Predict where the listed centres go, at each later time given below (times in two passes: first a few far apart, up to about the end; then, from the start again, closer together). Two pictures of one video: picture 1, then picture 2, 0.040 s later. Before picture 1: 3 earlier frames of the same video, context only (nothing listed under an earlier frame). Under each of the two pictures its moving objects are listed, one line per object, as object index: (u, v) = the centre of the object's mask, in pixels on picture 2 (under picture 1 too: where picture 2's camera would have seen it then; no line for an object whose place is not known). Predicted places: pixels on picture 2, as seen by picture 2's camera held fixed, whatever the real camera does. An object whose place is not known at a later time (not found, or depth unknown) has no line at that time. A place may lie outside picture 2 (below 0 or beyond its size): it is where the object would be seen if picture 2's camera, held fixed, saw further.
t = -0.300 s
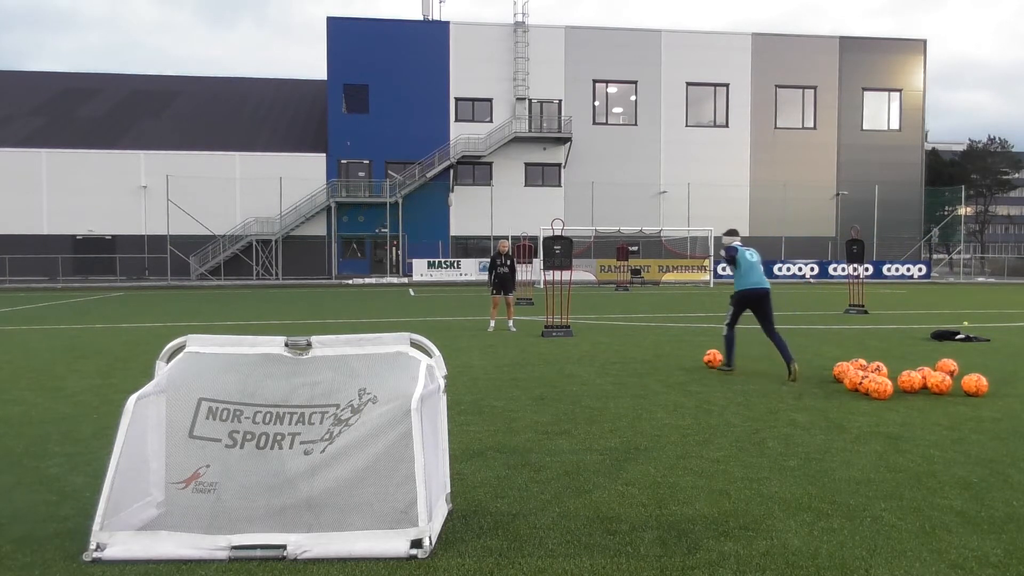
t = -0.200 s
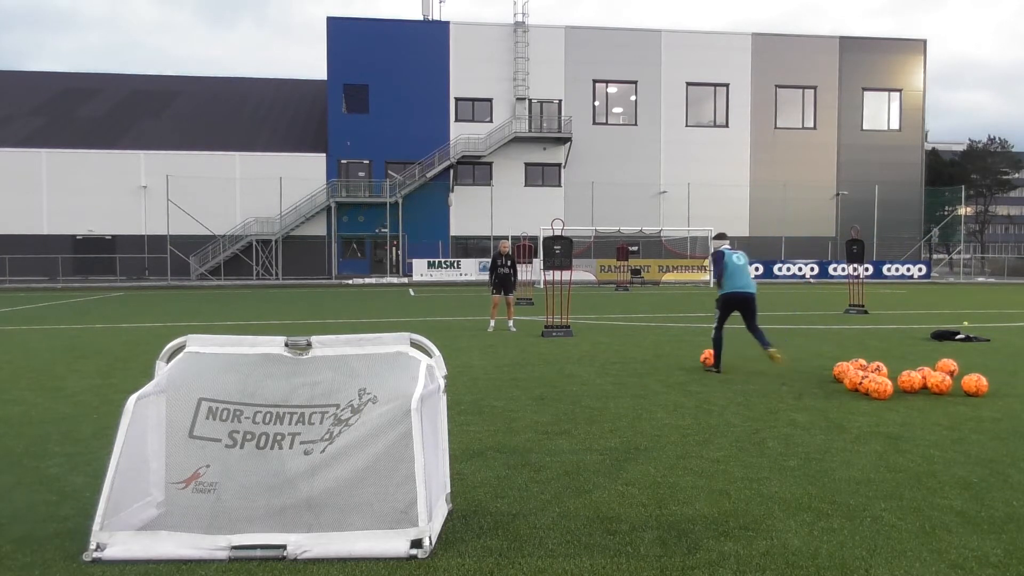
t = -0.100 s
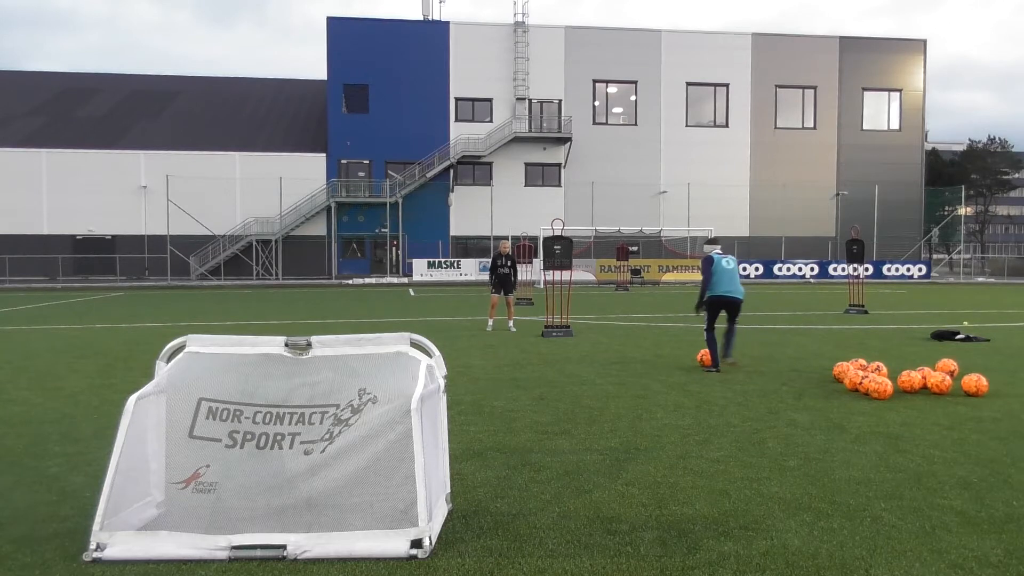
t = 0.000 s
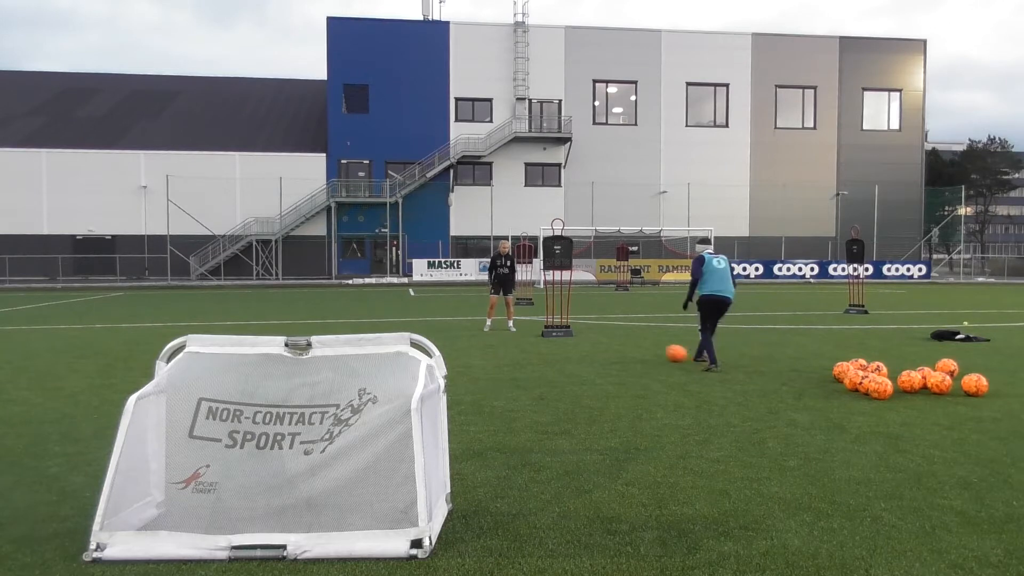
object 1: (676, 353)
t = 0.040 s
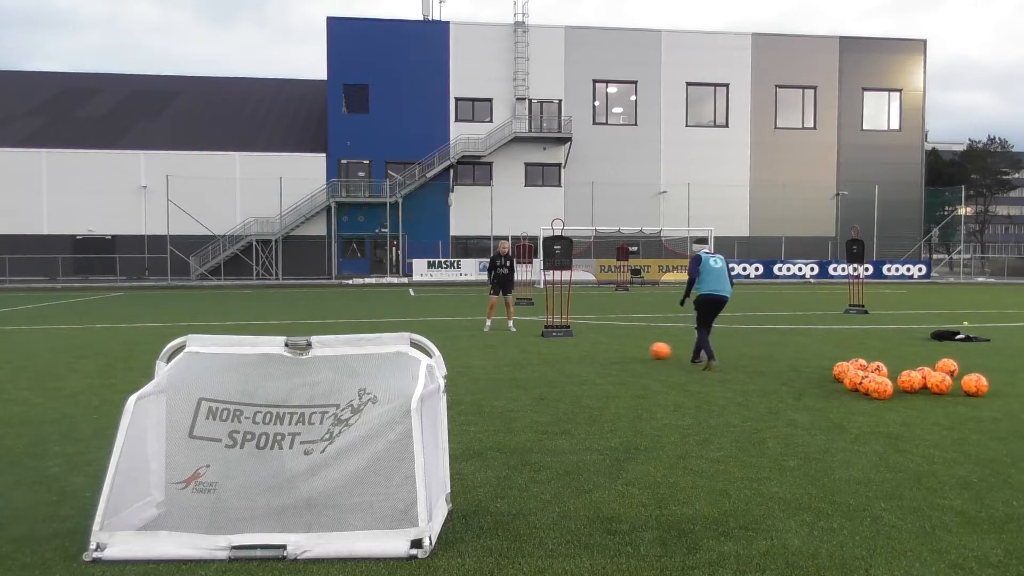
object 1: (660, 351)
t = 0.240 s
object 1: (595, 341)
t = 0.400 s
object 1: (556, 336)
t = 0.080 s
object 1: (645, 349)
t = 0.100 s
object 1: (638, 348)
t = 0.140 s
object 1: (624, 345)
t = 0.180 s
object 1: (612, 343)
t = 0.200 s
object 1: (606, 343)
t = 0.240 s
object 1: (595, 341)
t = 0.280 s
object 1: (584, 339)
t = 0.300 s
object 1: (580, 339)
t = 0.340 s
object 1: (569, 338)
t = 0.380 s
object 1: (560, 336)
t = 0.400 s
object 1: (556, 336)
